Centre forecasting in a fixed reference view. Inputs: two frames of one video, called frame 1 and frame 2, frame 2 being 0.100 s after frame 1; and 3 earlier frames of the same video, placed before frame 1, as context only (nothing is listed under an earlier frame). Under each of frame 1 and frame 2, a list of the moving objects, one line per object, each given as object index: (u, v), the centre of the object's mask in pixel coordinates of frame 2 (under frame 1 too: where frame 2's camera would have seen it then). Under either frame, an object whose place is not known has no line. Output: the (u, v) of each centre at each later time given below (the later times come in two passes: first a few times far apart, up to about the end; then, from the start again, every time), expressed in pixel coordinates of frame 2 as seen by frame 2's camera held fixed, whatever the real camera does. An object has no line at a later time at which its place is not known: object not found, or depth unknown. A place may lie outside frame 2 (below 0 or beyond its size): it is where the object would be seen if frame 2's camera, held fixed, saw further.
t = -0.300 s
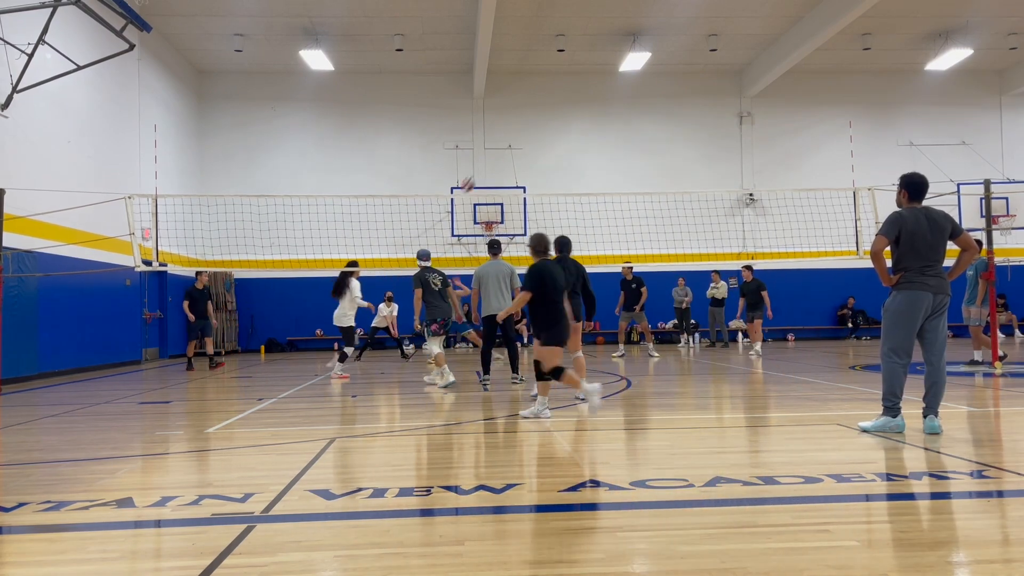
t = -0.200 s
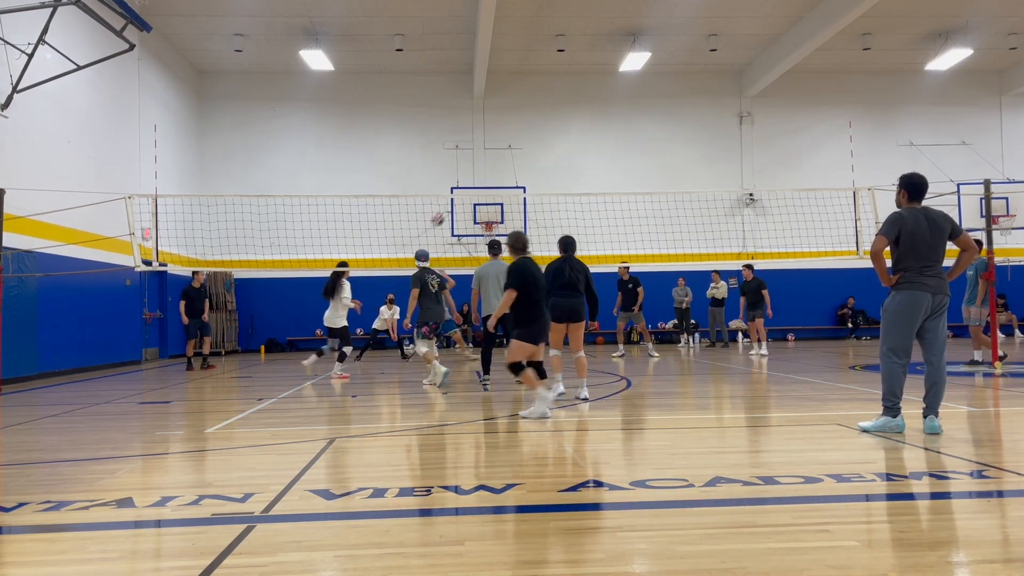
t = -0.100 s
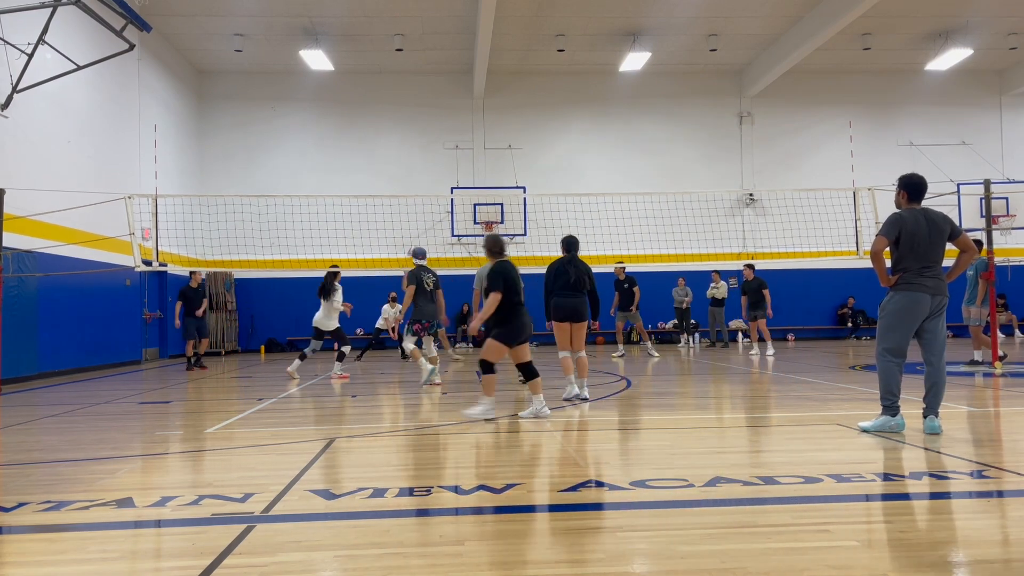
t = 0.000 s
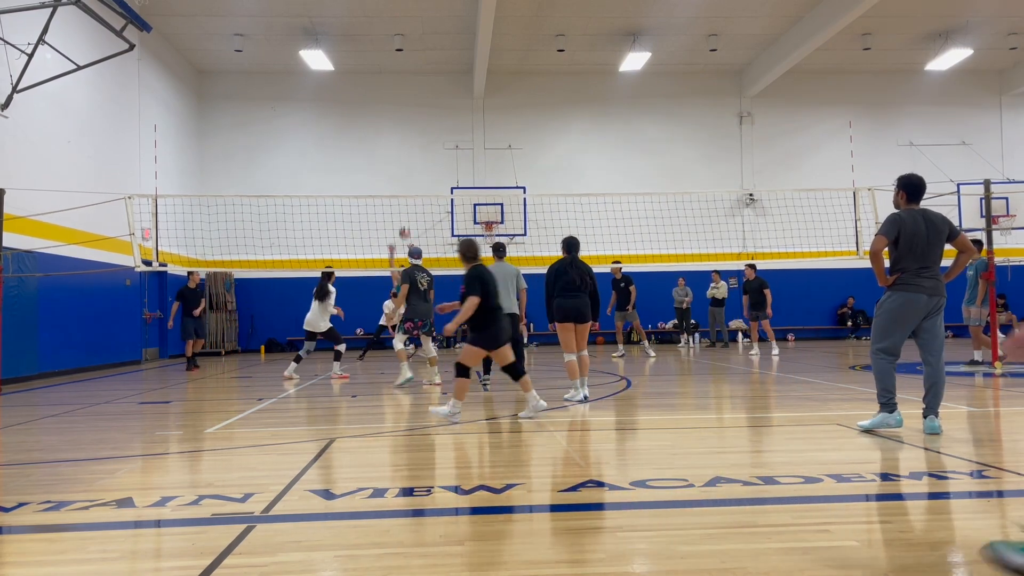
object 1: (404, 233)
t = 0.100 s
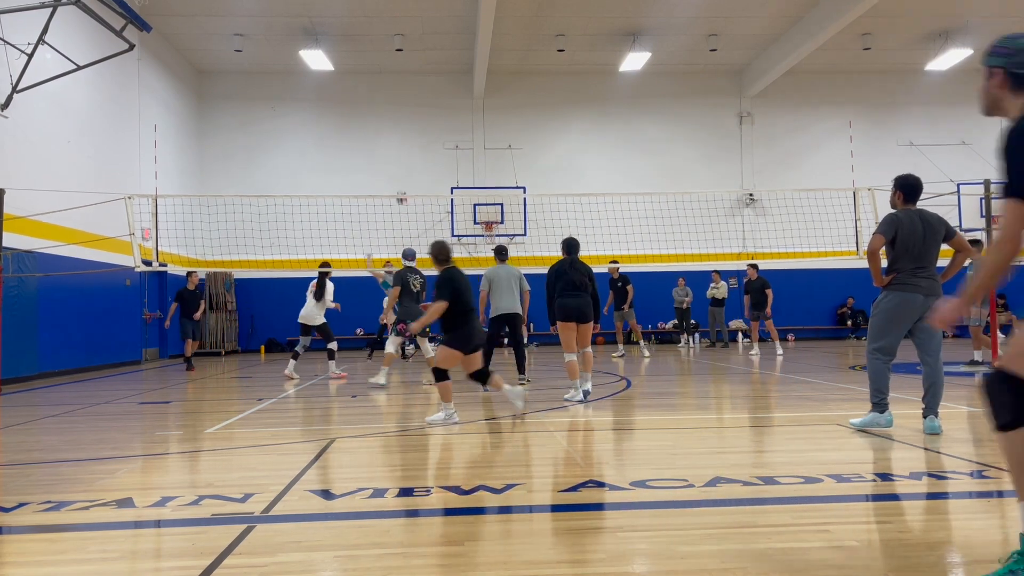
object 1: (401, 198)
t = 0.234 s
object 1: (397, 159)
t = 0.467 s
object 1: (390, 113)
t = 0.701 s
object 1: (384, 99)
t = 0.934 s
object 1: (378, 118)
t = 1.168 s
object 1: (373, 172)
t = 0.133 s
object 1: (400, 187)
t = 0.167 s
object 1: (399, 177)
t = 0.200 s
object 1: (399, 168)
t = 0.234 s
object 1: (397, 159)
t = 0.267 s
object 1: (396, 150)
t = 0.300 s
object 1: (395, 142)
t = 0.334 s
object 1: (394, 135)
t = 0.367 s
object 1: (393, 129)
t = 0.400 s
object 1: (392, 123)
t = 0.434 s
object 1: (391, 118)
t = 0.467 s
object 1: (390, 113)
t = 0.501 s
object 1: (389, 109)
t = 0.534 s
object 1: (388, 105)
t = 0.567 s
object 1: (387, 103)
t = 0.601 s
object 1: (386, 101)
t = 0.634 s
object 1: (386, 100)
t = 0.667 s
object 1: (384, 99)
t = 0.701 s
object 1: (384, 99)
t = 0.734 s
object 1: (383, 99)
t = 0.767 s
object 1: (382, 100)
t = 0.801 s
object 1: (381, 102)
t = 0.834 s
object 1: (381, 105)
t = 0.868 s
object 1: (380, 109)
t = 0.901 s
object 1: (379, 113)
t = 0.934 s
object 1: (378, 118)
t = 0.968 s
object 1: (377, 123)
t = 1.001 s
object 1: (377, 129)
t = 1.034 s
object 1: (376, 136)
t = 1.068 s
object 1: (375, 144)
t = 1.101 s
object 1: (374, 153)
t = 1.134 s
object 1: (374, 162)
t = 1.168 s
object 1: (373, 172)
